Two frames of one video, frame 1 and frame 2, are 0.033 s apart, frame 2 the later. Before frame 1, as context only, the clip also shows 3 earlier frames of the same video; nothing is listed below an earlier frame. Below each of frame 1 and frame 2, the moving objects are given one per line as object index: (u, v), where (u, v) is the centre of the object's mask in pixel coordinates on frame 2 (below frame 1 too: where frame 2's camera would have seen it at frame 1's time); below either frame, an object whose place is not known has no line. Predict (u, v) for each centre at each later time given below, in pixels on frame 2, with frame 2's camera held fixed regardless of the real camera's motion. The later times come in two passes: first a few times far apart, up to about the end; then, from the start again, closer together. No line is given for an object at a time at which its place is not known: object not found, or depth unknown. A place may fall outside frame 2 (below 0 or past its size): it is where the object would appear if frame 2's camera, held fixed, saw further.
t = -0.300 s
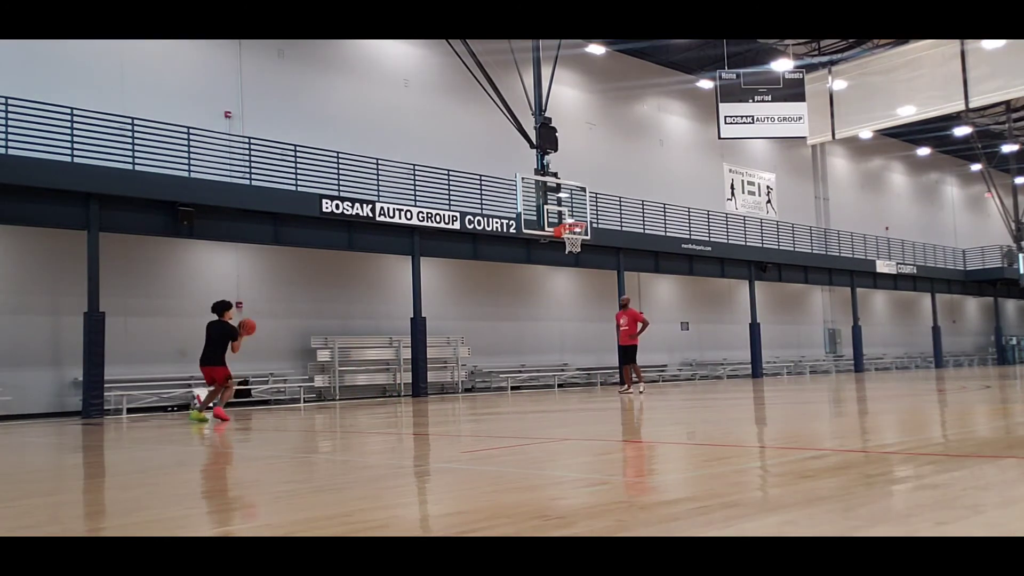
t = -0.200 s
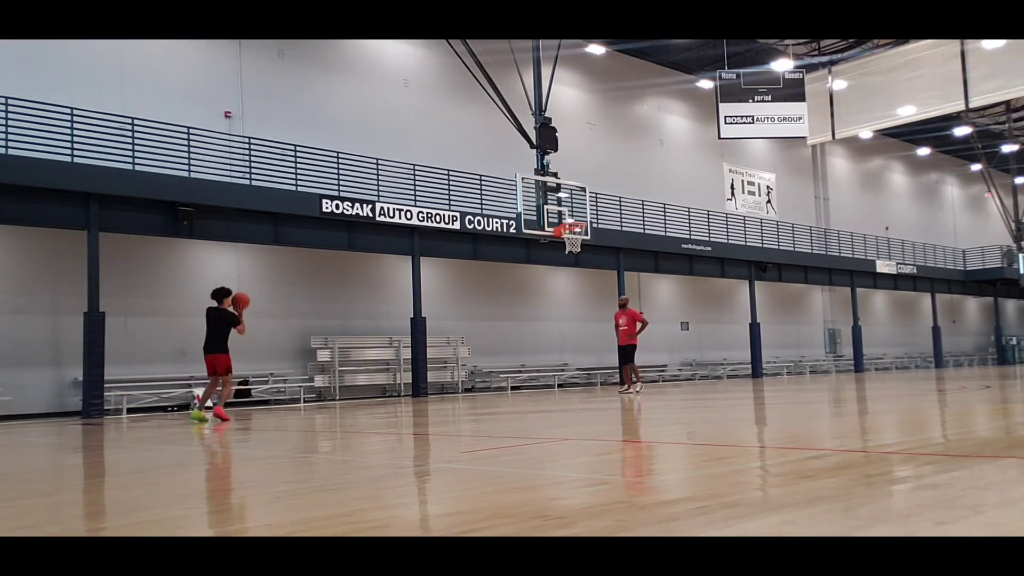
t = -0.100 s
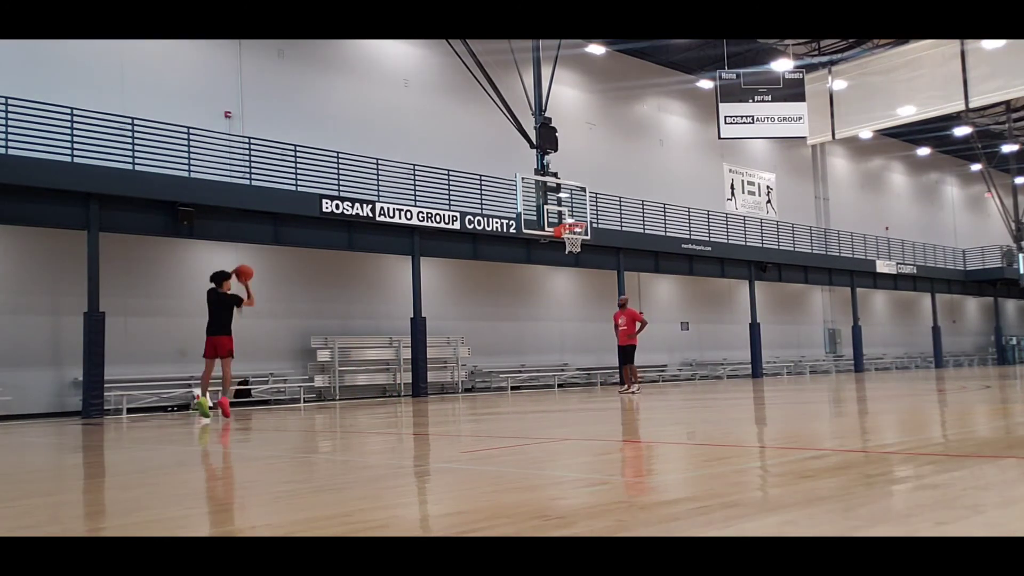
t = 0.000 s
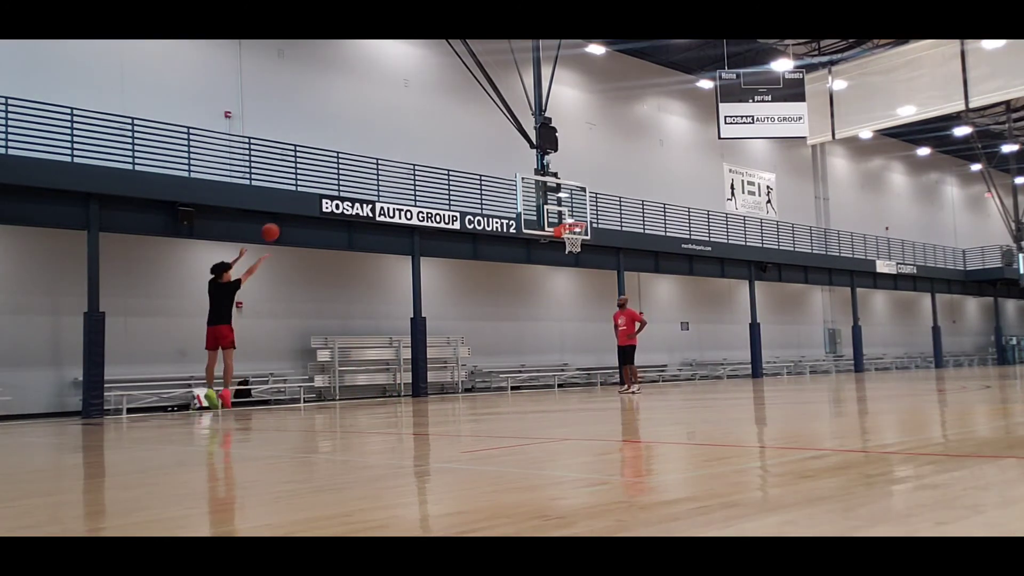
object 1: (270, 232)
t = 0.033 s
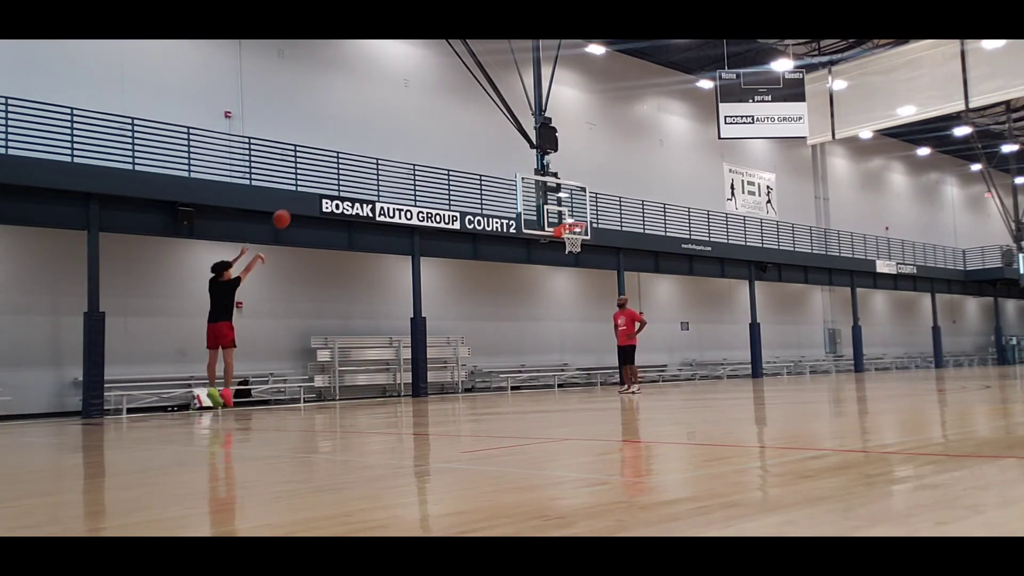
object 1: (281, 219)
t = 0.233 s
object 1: (344, 159)
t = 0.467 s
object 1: (410, 127)
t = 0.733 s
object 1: (477, 133)
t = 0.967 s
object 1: (530, 170)
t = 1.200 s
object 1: (577, 229)
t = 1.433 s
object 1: (564, 298)
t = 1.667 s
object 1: (553, 390)
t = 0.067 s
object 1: (293, 206)
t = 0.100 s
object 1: (303, 195)
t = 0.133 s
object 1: (314, 184)
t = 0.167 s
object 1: (324, 175)
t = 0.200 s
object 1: (335, 167)
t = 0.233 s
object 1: (344, 159)
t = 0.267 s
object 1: (354, 152)
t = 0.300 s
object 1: (364, 146)
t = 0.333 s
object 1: (373, 140)
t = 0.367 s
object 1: (383, 136)
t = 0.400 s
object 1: (392, 132)
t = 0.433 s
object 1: (401, 129)
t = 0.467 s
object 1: (410, 127)
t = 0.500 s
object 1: (419, 126)
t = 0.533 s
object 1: (427, 125)
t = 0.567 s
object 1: (436, 125)
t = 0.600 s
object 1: (444, 125)
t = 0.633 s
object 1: (453, 126)
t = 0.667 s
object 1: (461, 128)
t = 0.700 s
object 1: (469, 130)
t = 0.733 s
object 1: (477, 133)
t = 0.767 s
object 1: (485, 137)
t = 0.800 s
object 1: (493, 141)
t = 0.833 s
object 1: (500, 146)
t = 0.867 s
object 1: (508, 151)
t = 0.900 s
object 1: (515, 157)
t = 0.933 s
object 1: (523, 163)
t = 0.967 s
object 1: (530, 170)
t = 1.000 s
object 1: (538, 177)
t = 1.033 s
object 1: (544, 185)
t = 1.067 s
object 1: (552, 193)
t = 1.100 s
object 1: (559, 202)
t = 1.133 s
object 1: (566, 211)
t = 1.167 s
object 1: (573, 219)
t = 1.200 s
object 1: (577, 229)
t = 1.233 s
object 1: (576, 238)
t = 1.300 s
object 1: (571, 256)
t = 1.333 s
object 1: (569, 265)
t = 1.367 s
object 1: (567, 275)
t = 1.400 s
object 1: (566, 286)
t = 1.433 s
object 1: (564, 298)
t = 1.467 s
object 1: (562, 310)
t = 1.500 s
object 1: (561, 323)
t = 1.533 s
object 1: (560, 336)
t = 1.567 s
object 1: (558, 351)
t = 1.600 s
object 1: (557, 365)
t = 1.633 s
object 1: (555, 381)
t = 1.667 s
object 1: (553, 390)
